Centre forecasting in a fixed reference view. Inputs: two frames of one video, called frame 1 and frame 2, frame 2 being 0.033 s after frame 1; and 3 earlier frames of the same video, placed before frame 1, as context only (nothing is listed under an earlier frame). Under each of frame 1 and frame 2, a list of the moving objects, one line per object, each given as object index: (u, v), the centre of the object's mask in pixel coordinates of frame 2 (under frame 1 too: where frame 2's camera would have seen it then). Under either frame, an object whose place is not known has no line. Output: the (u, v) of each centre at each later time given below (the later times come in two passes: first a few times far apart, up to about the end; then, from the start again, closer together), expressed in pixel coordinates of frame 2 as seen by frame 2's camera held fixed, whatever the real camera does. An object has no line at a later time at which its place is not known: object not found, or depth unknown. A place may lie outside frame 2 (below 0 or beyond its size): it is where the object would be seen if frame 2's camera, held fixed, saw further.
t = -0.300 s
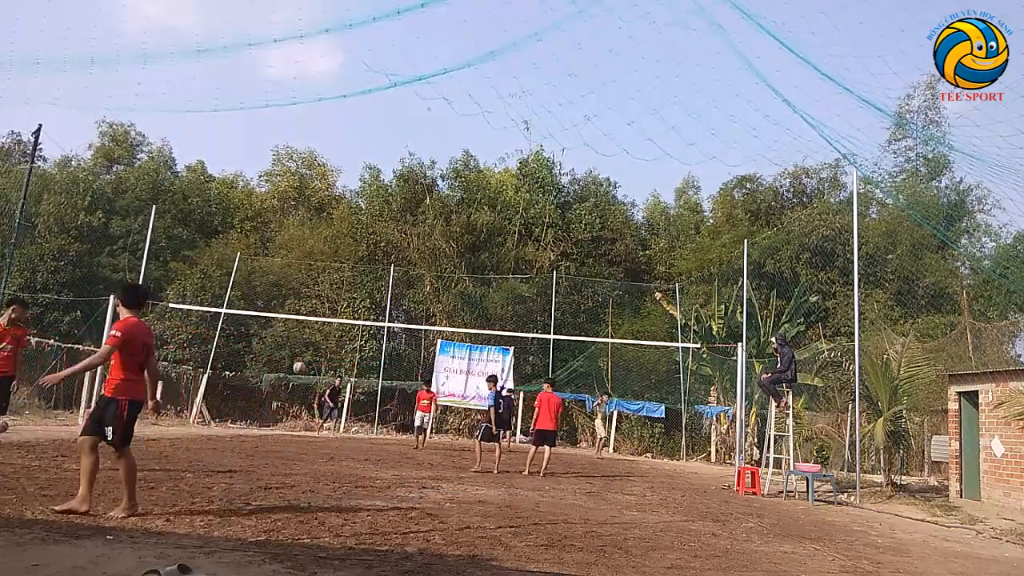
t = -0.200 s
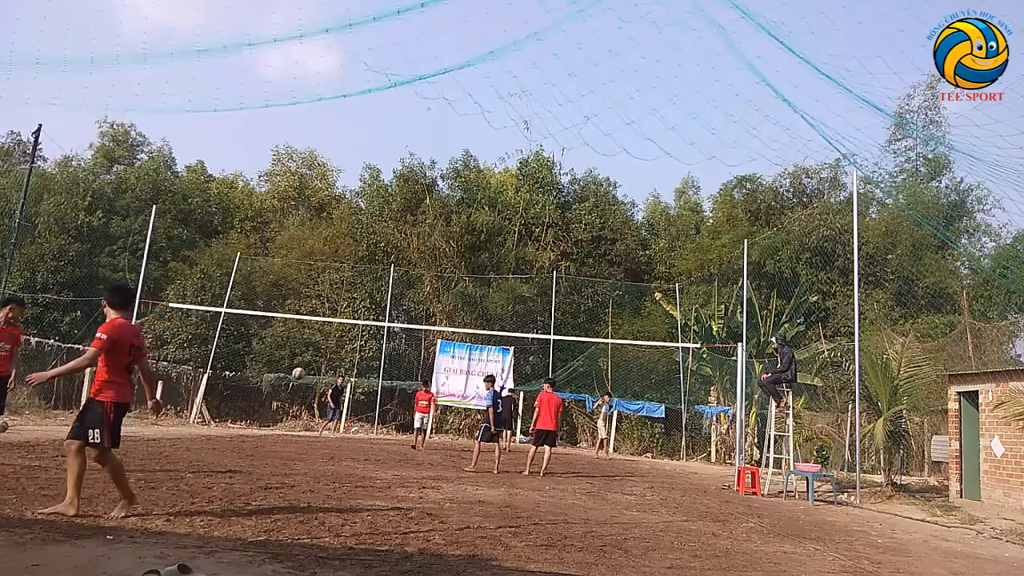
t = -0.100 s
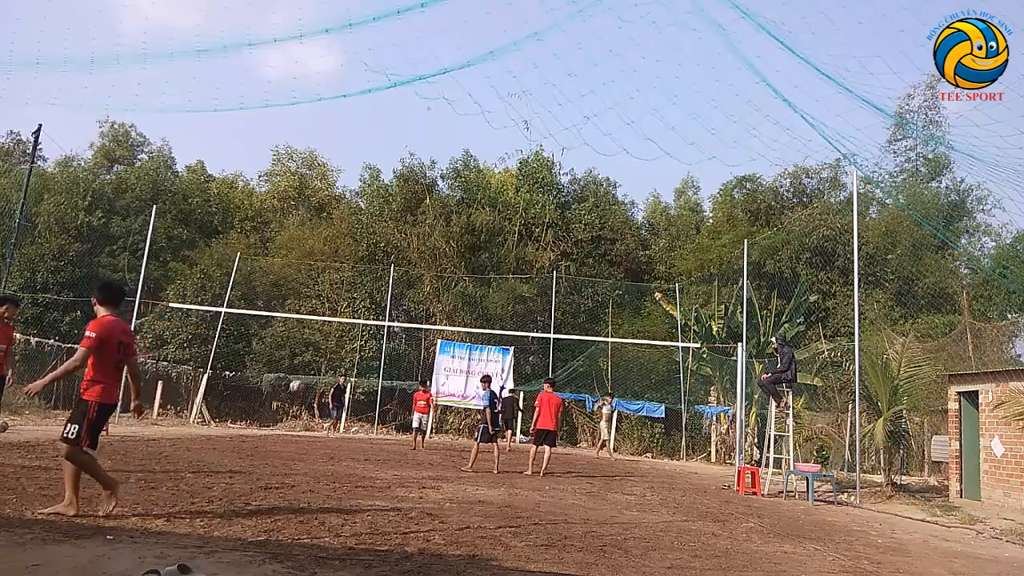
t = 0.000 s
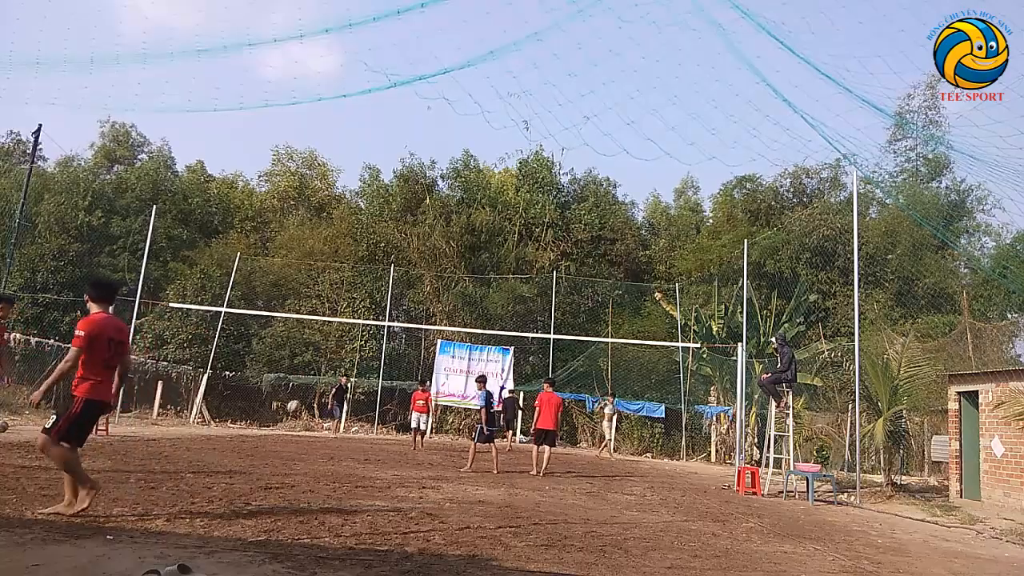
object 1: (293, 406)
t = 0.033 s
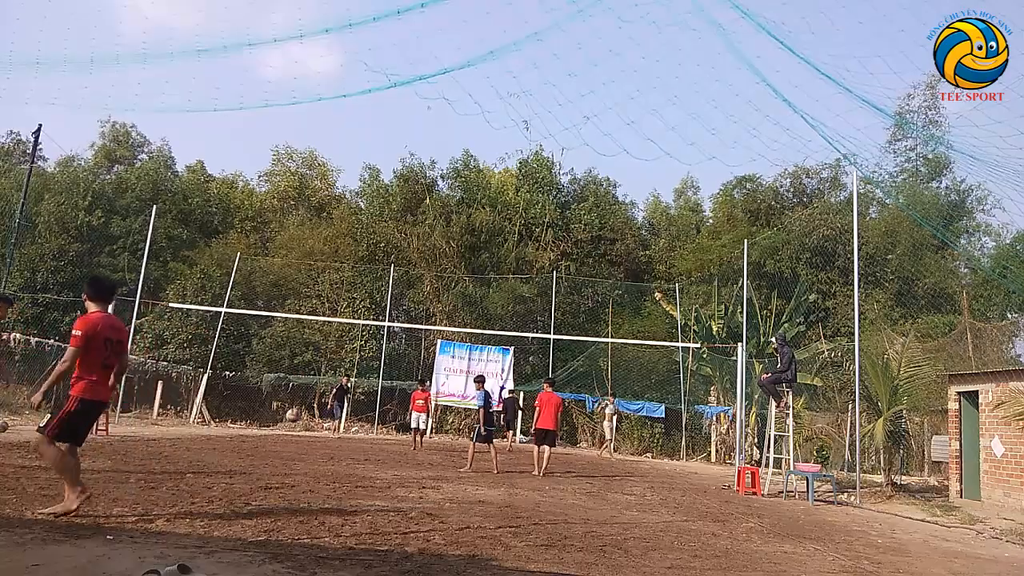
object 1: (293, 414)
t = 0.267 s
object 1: (291, 431)
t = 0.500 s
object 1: (296, 389)
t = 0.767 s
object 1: (295, 389)
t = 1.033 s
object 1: (285, 458)
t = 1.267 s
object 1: (296, 435)
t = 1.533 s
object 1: (313, 421)
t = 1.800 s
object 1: (323, 497)
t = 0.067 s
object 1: (291, 425)
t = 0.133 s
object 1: (288, 447)
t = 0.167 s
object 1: (287, 459)
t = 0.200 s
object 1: (288, 450)
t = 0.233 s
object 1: (289, 440)
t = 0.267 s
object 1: (291, 431)
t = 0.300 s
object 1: (291, 423)
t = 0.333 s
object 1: (292, 415)
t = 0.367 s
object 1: (293, 409)
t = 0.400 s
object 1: (294, 403)
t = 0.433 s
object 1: (295, 397)
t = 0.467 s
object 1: (295, 391)
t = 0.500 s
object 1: (296, 389)
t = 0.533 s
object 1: (295, 386)
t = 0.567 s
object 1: (296, 383)
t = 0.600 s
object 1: (296, 383)
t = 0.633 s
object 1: (295, 382)
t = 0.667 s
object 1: (295, 382)
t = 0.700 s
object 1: (295, 383)
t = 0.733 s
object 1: (295, 385)
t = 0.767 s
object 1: (295, 389)
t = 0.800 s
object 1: (294, 393)
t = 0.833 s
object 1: (293, 400)
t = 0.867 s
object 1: (292, 405)
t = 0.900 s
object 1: (291, 413)
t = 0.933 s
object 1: (289, 423)
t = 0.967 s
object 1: (288, 434)
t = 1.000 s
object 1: (286, 444)
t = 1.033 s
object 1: (285, 458)
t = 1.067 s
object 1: (283, 472)
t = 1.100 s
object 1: (282, 479)
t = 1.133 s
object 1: (285, 468)
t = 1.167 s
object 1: (288, 458)
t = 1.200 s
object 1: (291, 449)
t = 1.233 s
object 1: (293, 442)
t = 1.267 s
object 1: (296, 435)
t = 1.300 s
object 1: (299, 429)
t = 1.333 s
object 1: (301, 424)
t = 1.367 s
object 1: (304, 420)
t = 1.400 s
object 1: (306, 418)
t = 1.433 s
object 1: (308, 417)
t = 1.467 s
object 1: (309, 417)
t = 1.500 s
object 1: (311, 418)
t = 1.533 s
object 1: (313, 421)
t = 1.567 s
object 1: (315, 424)
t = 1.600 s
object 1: (317, 429)
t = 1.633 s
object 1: (318, 436)
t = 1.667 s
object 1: (320, 445)
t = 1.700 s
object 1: (321, 455)
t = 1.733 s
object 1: (322, 467)
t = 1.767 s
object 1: (322, 481)
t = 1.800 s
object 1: (323, 497)
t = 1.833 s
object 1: (325, 511)
